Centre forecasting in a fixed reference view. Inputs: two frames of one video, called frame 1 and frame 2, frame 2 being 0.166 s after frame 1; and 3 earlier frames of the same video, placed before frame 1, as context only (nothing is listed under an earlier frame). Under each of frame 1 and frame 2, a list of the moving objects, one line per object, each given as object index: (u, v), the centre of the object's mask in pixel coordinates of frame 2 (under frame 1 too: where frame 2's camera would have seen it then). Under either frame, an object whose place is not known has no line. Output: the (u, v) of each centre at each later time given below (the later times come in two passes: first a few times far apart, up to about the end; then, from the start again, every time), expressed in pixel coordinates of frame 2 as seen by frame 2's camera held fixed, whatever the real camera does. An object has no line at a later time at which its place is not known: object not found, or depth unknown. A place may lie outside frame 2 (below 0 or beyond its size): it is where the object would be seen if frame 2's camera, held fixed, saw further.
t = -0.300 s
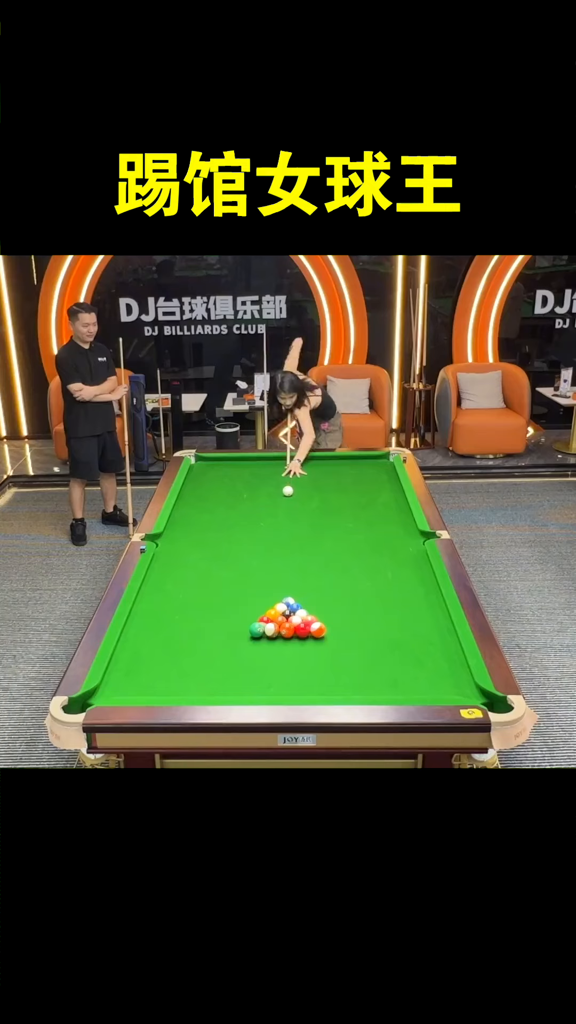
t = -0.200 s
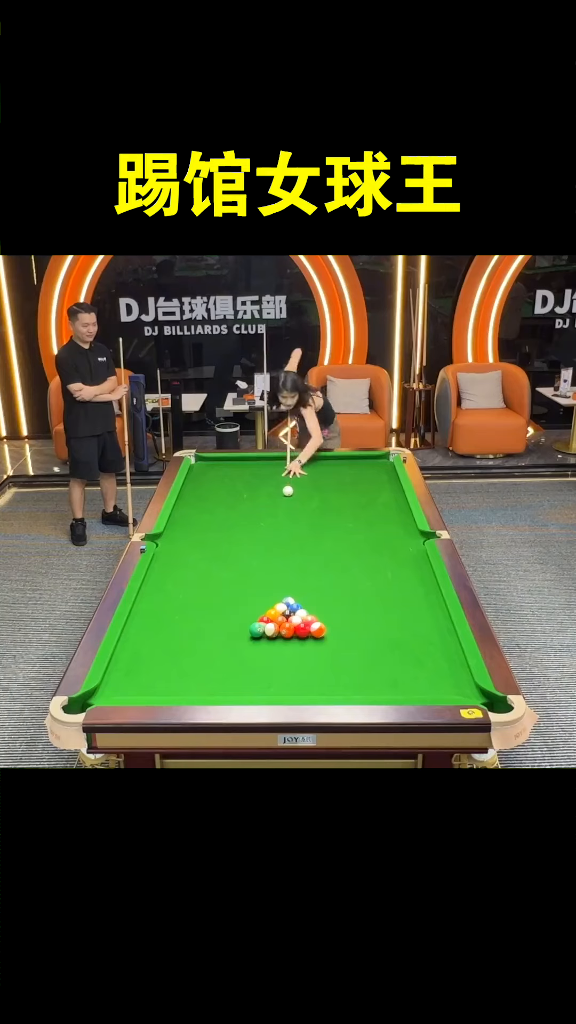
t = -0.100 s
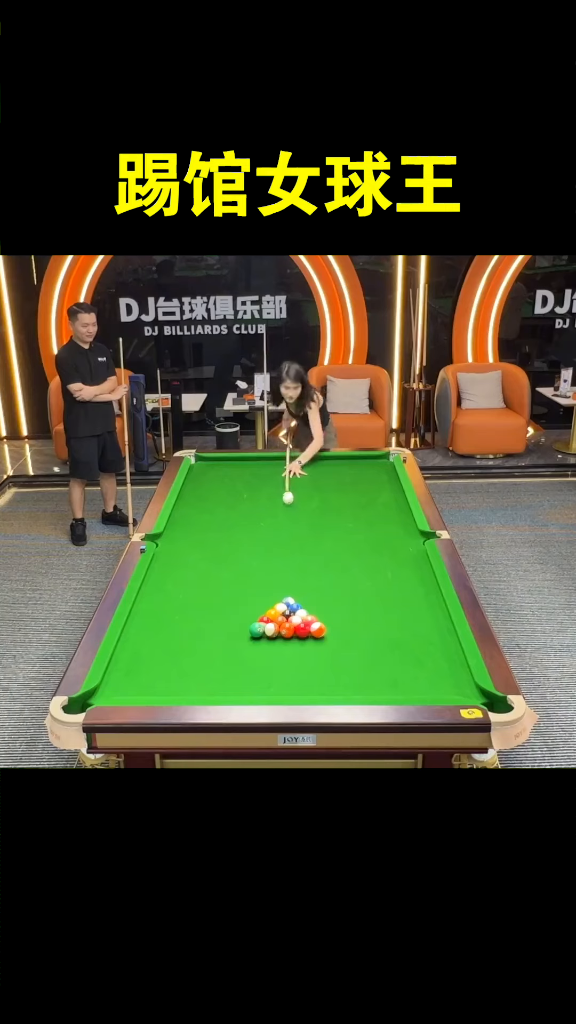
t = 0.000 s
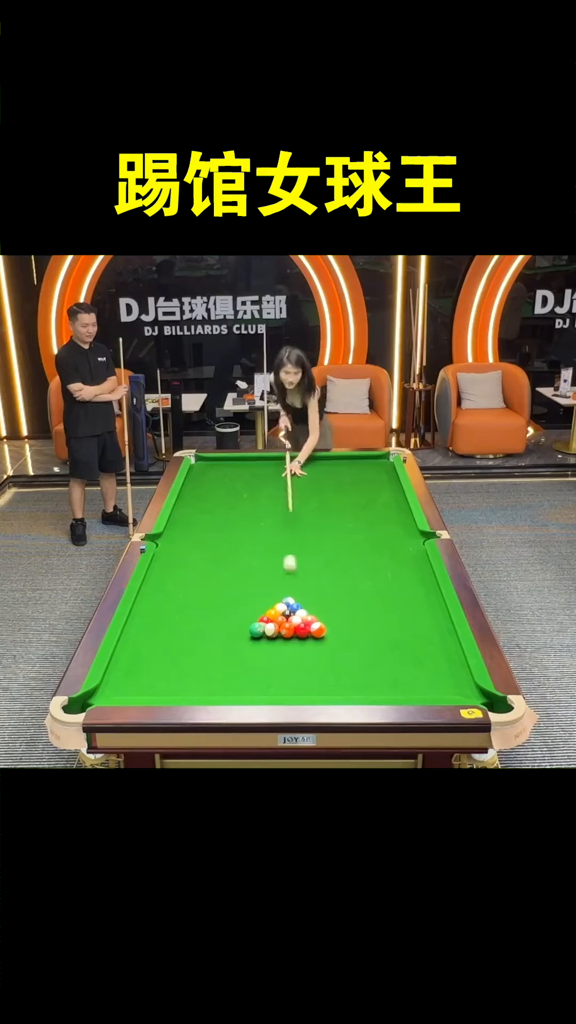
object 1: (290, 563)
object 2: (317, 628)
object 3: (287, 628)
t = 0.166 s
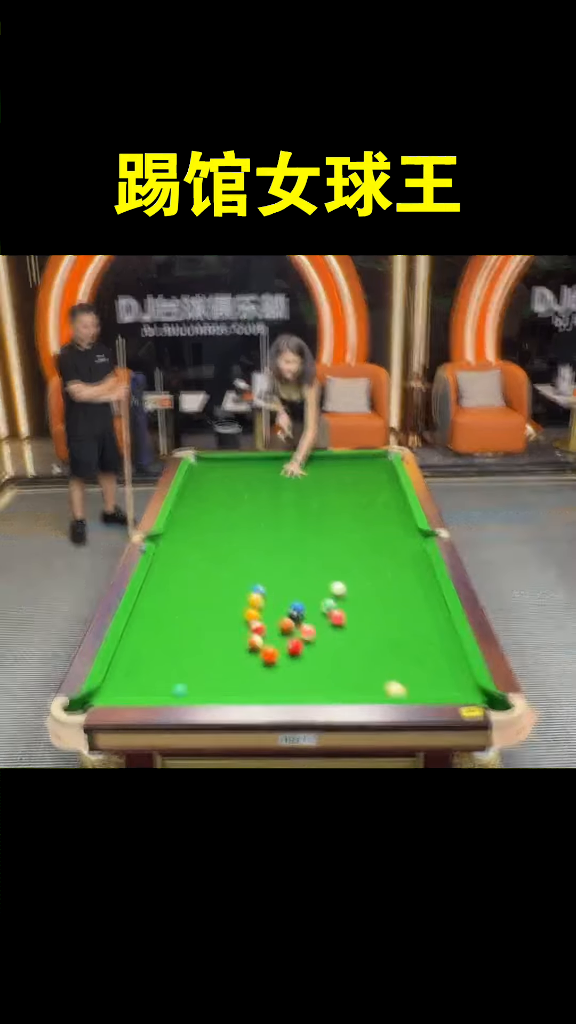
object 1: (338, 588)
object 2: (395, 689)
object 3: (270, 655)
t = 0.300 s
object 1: (378, 583)
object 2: (424, 648)
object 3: (250, 677)
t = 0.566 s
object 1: (417, 577)
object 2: (412, 587)
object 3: (230, 671)
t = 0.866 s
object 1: (392, 544)
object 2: (377, 599)
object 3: (203, 657)
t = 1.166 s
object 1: (373, 520)
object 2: (348, 602)
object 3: (171, 654)
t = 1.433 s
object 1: (359, 502)
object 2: (323, 606)
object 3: (145, 648)
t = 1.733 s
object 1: (345, 484)
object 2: (313, 610)
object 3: (125, 643)
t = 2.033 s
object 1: (332, 469)
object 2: (307, 613)
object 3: (147, 638)
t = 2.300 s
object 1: (323, 457)
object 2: (303, 615)
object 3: (163, 635)
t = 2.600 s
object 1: (318, 465)
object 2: (299, 617)
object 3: (178, 631)
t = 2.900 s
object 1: (314, 474)
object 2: (297, 619)
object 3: (192, 628)
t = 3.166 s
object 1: (310, 482)
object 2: (296, 619)
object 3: (202, 626)
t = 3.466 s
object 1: (307, 491)
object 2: (296, 620)
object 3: (210, 625)
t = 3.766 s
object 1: (303, 500)
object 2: (296, 619)
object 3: (218, 623)
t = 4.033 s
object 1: (299, 507)
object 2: (296, 619)
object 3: (222, 622)
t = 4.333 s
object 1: (295, 516)
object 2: (296, 620)
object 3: (225, 622)
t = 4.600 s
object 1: (291, 524)
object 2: (296, 620)
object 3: (226, 622)
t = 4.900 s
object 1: (288, 533)
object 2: (297, 620)
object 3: (226, 622)
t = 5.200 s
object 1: (284, 541)
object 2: (296, 620)
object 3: (226, 622)
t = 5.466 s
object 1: (280, 548)
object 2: (296, 620)
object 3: (226, 622)
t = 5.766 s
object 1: (277, 556)
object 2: (296, 620)
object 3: (226, 622)
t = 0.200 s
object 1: (349, 586)
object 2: (405, 682)
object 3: (265, 660)
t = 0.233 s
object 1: (359, 585)
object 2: (412, 670)
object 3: (260, 665)
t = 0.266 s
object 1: (370, 585)
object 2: (420, 659)
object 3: (257, 672)
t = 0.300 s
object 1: (378, 583)
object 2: (424, 648)
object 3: (250, 677)
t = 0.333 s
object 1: (387, 582)
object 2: (430, 638)
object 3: (247, 682)
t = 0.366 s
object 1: (398, 582)
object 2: (435, 628)
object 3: (244, 687)
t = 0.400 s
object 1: (406, 581)
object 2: (439, 620)
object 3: (240, 689)
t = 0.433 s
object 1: (415, 580)
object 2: (442, 612)
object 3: (238, 686)
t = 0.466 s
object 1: (423, 580)
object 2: (434, 604)
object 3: (236, 683)
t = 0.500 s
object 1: (430, 579)
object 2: (427, 598)
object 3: (234, 679)
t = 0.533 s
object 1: (423, 579)
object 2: (419, 591)
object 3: (232, 675)
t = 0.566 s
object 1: (417, 577)
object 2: (412, 587)
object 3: (230, 671)
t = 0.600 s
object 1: (413, 574)
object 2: (402, 586)
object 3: (228, 668)
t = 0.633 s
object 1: (410, 569)
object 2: (399, 589)
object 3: (226, 665)
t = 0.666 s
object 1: (407, 565)
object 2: (396, 591)
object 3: (224, 661)
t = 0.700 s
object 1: (404, 561)
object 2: (393, 593)
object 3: (222, 658)
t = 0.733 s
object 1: (401, 557)
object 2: (390, 595)
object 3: (218, 659)
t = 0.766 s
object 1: (399, 553)
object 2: (387, 596)
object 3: (214, 658)
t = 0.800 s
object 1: (396, 550)
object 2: (383, 597)
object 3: (210, 658)
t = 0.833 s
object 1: (394, 547)
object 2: (380, 598)
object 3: (207, 658)
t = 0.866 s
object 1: (392, 544)
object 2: (377, 599)
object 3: (203, 657)
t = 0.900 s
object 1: (389, 541)
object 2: (374, 600)
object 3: (199, 657)
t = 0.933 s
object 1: (387, 538)
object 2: (370, 600)
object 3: (195, 657)
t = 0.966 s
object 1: (385, 535)
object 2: (367, 600)
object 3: (192, 656)
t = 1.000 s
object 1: (383, 533)
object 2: (364, 601)
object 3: (188, 656)
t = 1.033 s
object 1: (381, 530)
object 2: (360, 601)
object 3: (185, 655)
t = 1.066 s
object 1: (379, 528)
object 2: (357, 601)
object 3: (181, 655)
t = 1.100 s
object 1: (377, 525)
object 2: (354, 602)
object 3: (178, 654)
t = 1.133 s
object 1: (375, 522)
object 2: (351, 602)
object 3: (174, 655)
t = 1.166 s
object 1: (373, 520)
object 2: (348, 602)
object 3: (171, 654)
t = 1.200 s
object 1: (371, 518)
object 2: (344, 603)
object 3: (168, 653)
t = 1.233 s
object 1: (369, 515)
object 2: (341, 604)
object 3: (164, 653)
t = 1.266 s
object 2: (338, 604)
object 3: (162, 652)
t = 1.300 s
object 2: (335, 604)
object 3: (159, 651)
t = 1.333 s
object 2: (332, 605)
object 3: (155, 651)
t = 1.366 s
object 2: (329, 605)
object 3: (152, 650)
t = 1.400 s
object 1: (360, 504)
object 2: (326, 606)
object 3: (149, 649)
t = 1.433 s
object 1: (359, 502)
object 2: (323, 606)
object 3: (145, 648)
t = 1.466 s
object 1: (357, 500)
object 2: (320, 606)
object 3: (142, 647)
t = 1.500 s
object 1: (355, 498)
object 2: (318, 607)
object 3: (139, 646)
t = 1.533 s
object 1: (354, 496)
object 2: (317, 607)
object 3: (136, 646)
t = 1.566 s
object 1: (352, 494)
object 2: (317, 608)
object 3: (132, 646)
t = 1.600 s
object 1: (351, 492)
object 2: (316, 608)
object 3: (130, 645)
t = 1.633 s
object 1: (349, 490)
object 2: (315, 608)
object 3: (127, 645)
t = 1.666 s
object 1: (348, 488)
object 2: (314, 609)
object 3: (124, 644)
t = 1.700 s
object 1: (346, 486)
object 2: (313, 609)
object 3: (123, 644)
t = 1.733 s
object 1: (345, 484)
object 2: (313, 610)
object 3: (125, 643)
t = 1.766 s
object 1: (343, 482)
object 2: (312, 610)
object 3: (128, 641)
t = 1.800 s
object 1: (342, 481)
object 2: (311, 610)
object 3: (131, 640)
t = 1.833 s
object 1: (340, 479)
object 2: (311, 611)
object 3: (134, 640)
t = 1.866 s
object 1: (339, 477)
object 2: (310, 611)
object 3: (136, 640)
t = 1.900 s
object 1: (338, 476)
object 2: (309, 611)
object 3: (138, 640)
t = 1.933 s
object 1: (336, 474)
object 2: (308, 612)
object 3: (140, 640)
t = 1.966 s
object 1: (335, 472)
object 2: (308, 612)
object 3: (143, 639)
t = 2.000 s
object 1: (334, 471)
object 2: (307, 612)
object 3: (145, 639)
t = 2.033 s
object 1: (332, 469)
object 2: (307, 613)
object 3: (147, 638)
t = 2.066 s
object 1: (331, 467)
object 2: (306, 613)
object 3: (149, 638)
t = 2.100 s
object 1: (330, 466)
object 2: (305, 614)
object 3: (151, 638)
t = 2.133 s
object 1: (329, 464)
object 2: (305, 614)
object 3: (153, 637)
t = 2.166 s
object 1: (327, 463)
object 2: (305, 614)
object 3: (155, 637)
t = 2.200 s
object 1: (326, 461)
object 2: (304, 615)
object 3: (157, 636)
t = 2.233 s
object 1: (325, 460)
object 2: (304, 615)
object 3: (159, 636)
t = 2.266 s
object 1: (324, 459)
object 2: (303, 615)
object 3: (161, 636)
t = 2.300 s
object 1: (323, 457)
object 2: (303, 615)
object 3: (163, 635)
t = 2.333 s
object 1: (322, 457)
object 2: (302, 615)
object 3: (165, 635)
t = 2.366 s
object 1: (321, 458)
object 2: (302, 616)
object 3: (166, 634)
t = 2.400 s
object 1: (321, 459)
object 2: (301, 616)
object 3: (168, 634)
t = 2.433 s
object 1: (320, 460)
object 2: (301, 616)
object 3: (170, 633)
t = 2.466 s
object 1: (320, 461)
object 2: (301, 617)
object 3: (172, 633)
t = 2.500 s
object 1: (320, 462)
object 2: (300, 617)
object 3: (173, 632)
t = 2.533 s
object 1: (319, 463)
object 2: (300, 617)
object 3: (175, 632)
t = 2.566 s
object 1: (319, 464)
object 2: (299, 617)
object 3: (177, 632)
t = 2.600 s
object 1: (318, 465)
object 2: (299, 617)
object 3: (178, 631)
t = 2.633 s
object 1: (318, 466)
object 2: (299, 618)
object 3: (180, 631)
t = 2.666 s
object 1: (317, 467)
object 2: (298, 618)
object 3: (182, 631)
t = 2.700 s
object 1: (317, 468)
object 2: (299, 618)
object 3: (183, 630)
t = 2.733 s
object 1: (316, 469)
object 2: (298, 618)
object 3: (185, 630)
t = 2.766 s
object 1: (316, 470)
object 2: (298, 618)
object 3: (186, 630)
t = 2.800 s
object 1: (316, 471)
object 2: (298, 619)
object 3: (188, 629)
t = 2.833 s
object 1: (315, 472)
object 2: (298, 619)
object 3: (189, 629)
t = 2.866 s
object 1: (314, 473)
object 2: (298, 619)
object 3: (191, 629)
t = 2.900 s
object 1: (314, 474)
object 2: (297, 619)
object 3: (192, 628)
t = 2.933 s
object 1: (314, 475)
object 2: (297, 619)
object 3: (193, 628)
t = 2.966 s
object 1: (313, 475)
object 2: (297, 619)
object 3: (195, 628)
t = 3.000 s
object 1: (312, 477)
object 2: (297, 619)
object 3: (196, 628)
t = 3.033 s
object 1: (312, 478)
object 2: (297, 619)
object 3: (197, 628)
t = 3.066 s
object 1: (312, 479)
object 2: (297, 619)
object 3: (198, 627)
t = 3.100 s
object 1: (311, 480)
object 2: (297, 619)
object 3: (199, 627)
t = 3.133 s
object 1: (311, 481)
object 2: (296, 619)
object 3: (200, 627)
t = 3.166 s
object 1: (310, 482)
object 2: (296, 619)
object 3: (202, 626)
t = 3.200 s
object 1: (310, 483)
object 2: (296, 619)
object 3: (202, 626)
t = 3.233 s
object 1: (309, 484)
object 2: (296, 619)
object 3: (204, 626)
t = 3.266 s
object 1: (309, 485)
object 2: (296, 619)
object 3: (205, 626)
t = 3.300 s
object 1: (309, 486)
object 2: (296, 620)
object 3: (205, 626)
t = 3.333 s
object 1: (308, 487)
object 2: (296, 620)
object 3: (207, 625)
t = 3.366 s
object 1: (308, 488)
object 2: (296, 619)
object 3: (208, 625)
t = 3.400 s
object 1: (307, 489)
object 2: (296, 619)
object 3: (209, 625)
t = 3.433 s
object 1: (307, 490)
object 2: (296, 620)
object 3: (210, 625)
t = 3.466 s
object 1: (307, 491)
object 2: (296, 620)
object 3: (210, 625)
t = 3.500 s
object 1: (306, 492)
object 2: (296, 620)
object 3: (211, 624)
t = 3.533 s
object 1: (306, 493)
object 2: (296, 619)
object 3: (212, 624)
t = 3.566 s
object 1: (305, 494)
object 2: (296, 619)
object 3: (213, 624)
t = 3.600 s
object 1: (305, 495)
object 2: (296, 619)
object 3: (214, 624)
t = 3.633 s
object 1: (304, 496)
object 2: (296, 620)
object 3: (215, 624)
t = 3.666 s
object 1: (304, 497)
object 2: (296, 620)
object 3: (216, 624)
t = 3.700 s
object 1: (303, 498)
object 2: (296, 620)
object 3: (216, 623)
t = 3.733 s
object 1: (303, 499)
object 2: (296, 619)
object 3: (217, 623)
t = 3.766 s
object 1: (303, 500)
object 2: (296, 619)
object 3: (218, 623)
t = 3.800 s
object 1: (302, 501)
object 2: (296, 619)
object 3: (218, 623)
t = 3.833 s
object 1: (302, 502)
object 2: (296, 619)
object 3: (219, 623)
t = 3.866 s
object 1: (301, 503)
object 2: (296, 620)
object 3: (219, 623)
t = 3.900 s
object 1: (301, 504)
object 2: (296, 620)
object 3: (220, 623)
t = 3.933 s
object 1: (300, 505)
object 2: (296, 620)
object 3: (221, 622)
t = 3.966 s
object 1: (300, 506)
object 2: (296, 620)
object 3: (221, 622)
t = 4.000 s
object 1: (299, 507)
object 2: (296, 620)
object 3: (222, 622)
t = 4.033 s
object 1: (299, 507)
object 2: (296, 619)
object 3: (222, 622)
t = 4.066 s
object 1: (298, 509)
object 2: (296, 620)
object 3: (222, 622)
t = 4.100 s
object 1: (298, 510)
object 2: (296, 620)
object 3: (223, 622)
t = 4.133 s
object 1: (298, 511)
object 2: (296, 620)
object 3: (223, 622)
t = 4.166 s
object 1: (297, 511)
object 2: (296, 619)
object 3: (224, 622)
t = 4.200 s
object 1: (296, 512)
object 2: (296, 620)
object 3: (224, 622)
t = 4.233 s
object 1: (296, 513)
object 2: (296, 619)
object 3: (224, 622)
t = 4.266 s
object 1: (296, 514)
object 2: (296, 619)
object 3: (225, 622)
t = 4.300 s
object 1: (295, 516)
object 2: (296, 619)
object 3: (225, 622)
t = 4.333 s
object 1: (295, 516)
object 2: (296, 620)
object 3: (225, 622)
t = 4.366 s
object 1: (294, 517)
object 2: (296, 620)
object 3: (225, 622)
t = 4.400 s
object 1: (294, 518)
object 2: (296, 619)
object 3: (225, 622)
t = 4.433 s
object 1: (294, 519)
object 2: (296, 619)
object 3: (226, 622)
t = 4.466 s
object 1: (293, 520)
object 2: (296, 619)
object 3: (226, 622)
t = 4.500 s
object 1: (293, 521)
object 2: (296, 619)
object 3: (226, 622)
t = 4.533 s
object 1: (292, 522)
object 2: (296, 620)
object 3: (226, 622)
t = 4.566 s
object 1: (292, 523)
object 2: (296, 619)
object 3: (226, 622)
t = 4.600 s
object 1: (291, 524)
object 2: (296, 620)
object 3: (226, 622)
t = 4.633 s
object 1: (291, 525)
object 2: (296, 620)
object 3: (226, 622)
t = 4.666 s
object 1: (291, 526)
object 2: (296, 620)
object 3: (226, 622)
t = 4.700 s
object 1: (290, 527)
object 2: (296, 620)
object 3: (226, 622)
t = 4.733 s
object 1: (290, 528)
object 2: (296, 620)
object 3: (226, 622)
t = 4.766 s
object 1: (289, 529)
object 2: (296, 620)
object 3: (226, 622)
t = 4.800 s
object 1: (289, 530)
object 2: (296, 619)
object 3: (226, 622)
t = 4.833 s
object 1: (288, 531)
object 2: (296, 619)
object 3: (226, 622)
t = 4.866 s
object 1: (288, 532)
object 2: (296, 620)
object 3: (226, 622)
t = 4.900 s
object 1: (288, 533)
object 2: (297, 620)
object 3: (226, 622)
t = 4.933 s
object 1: (287, 533)
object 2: (296, 620)
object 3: (226, 622)
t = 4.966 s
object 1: (287, 534)
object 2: (296, 620)
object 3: (226, 622)
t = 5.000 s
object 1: (286, 535)
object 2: (296, 620)
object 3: (226, 622)
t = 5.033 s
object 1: (286, 536)
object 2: (296, 620)
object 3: (226, 622)
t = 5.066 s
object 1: (285, 537)
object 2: (296, 620)
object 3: (226, 622)
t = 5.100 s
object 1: (285, 538)
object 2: (296, 619)
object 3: (226, 622)
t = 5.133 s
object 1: (285, 539)
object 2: (296, 619)
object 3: (226, 622)
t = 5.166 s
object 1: (284, 540)
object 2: (296, 619)
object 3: (226, 622)
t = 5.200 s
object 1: (284, 541)
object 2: (296, 620)
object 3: (226, 622)
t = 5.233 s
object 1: (283, 542)
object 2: (296, 620)
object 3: (226, 622)
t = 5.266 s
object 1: (283, 543)
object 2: (296, 620)
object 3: (226, 622)
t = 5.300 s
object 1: (283, 544)
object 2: (296, 620)
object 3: (226, 622)
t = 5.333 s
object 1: (282, 544)
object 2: (296, 620)
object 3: (226, 622)
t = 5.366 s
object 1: (282, 545)
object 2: (296, 620)
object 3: (226, 622)
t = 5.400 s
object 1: (281, 546)
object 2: (296, 620)
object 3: (226, 622)
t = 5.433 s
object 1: (281, 547)
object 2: (296, 620)
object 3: (226, 622)
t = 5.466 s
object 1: (280, 548)
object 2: (296, 620)
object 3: (226, 622)
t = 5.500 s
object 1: (280, 549)
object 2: (296, 620)
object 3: (226, 622)
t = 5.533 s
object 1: (280, 550)
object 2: (296, 620)
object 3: (226, 622)
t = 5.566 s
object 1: (279, 551)
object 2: (296, 619)
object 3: (226, 622)
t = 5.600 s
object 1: (279, 551)
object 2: (296, 620)
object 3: (226, 622)
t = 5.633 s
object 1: (278, 552)
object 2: (296, 620)
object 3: (226, 622)
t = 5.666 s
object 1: (278, 553)
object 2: (296, 620)
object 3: (226, 622)
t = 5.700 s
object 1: (277, 554)
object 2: (296, 620)
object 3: (226, 622)
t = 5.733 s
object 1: (277, 555)
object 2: (296, 620)
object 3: (226, 622)
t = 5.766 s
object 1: (277, 556)
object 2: (296, 620)
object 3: (226, 622)
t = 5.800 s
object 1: (276, 556)
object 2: (296, 620)
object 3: (226, 622)
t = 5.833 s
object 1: (276, 557)
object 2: (296, 620)
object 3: (226, 622)
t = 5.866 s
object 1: (275, 558)
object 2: (296, 620)
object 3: (226, 622)
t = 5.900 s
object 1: (275, 559)
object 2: (296, 620)
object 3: (226, 622)
